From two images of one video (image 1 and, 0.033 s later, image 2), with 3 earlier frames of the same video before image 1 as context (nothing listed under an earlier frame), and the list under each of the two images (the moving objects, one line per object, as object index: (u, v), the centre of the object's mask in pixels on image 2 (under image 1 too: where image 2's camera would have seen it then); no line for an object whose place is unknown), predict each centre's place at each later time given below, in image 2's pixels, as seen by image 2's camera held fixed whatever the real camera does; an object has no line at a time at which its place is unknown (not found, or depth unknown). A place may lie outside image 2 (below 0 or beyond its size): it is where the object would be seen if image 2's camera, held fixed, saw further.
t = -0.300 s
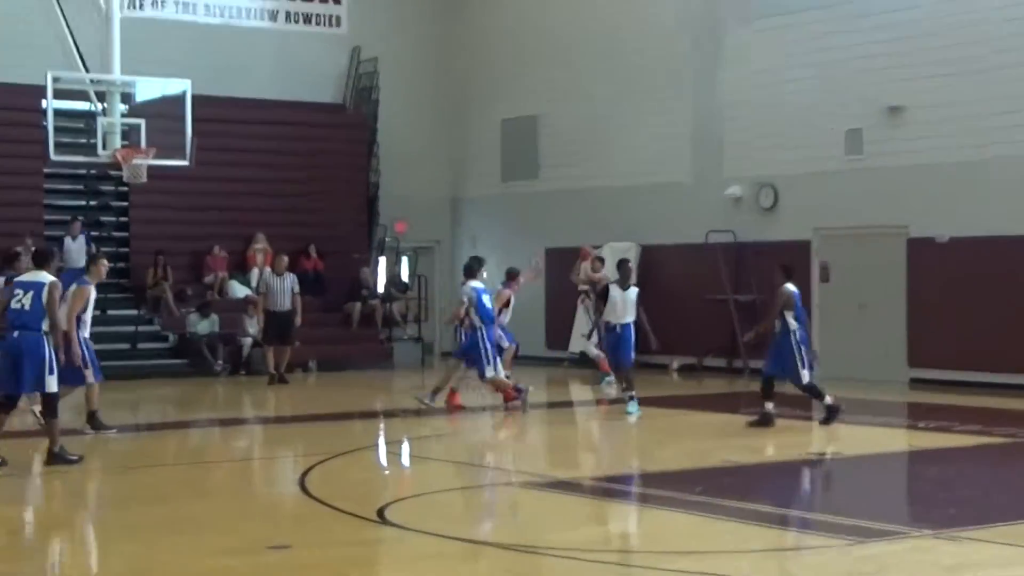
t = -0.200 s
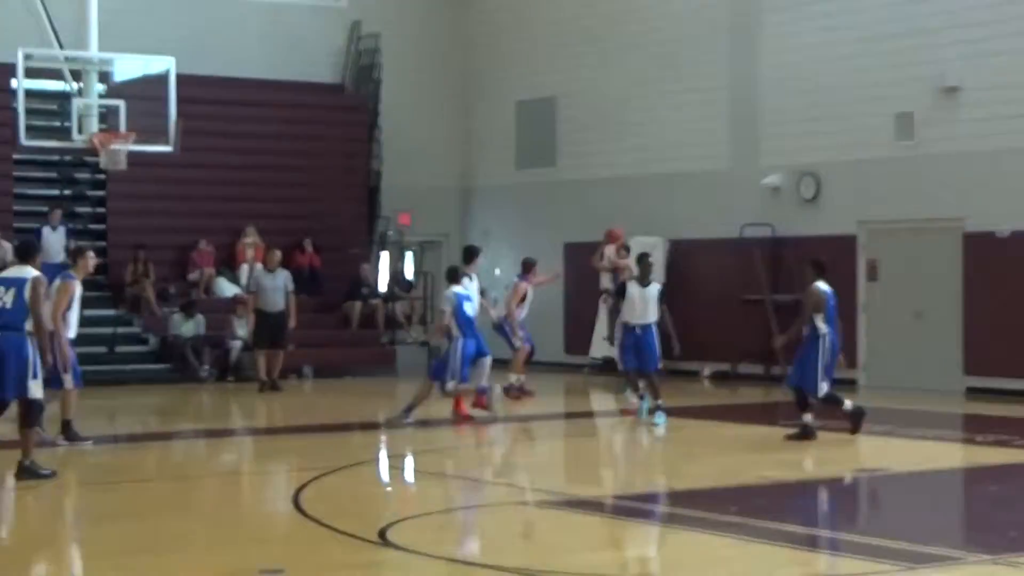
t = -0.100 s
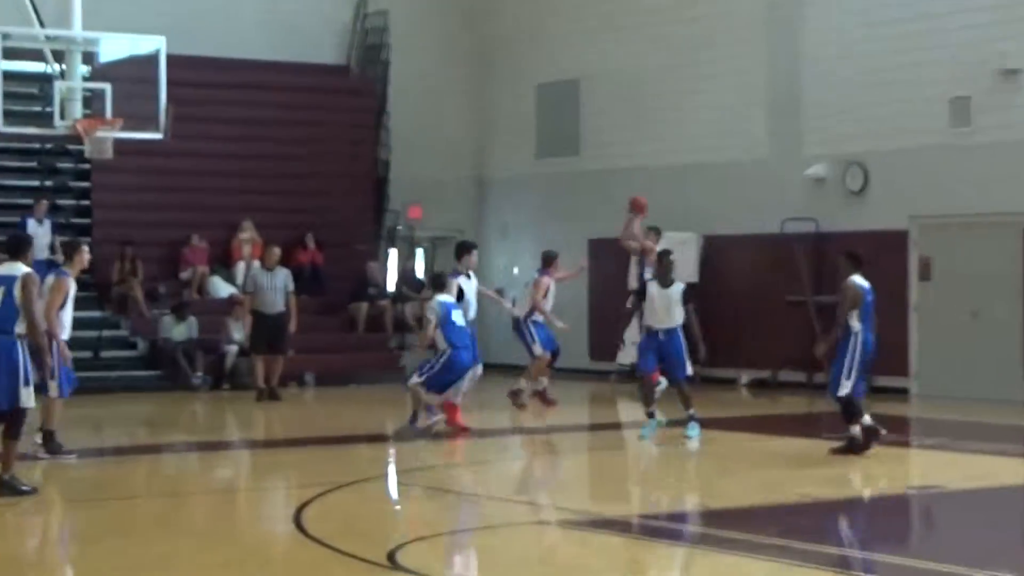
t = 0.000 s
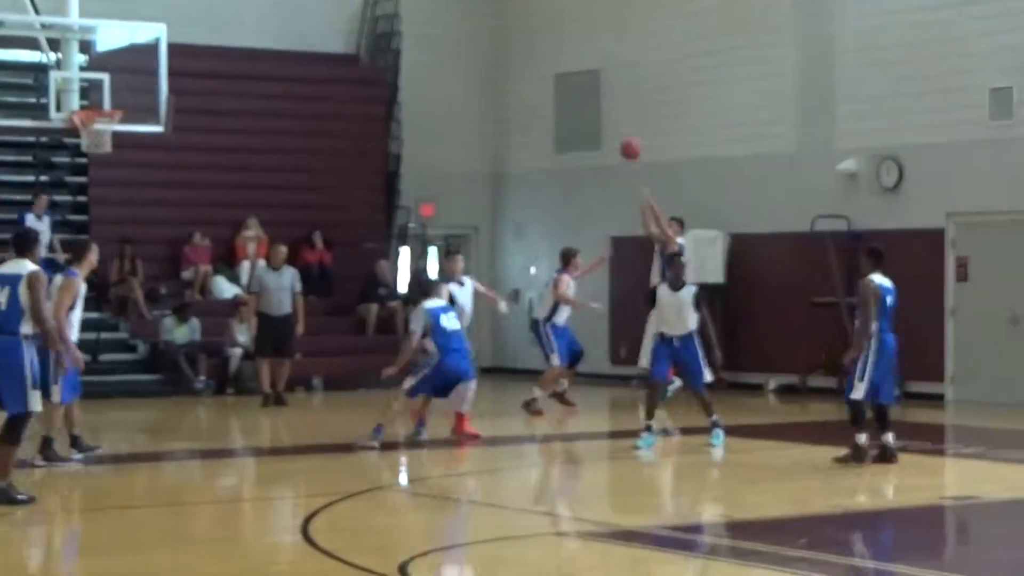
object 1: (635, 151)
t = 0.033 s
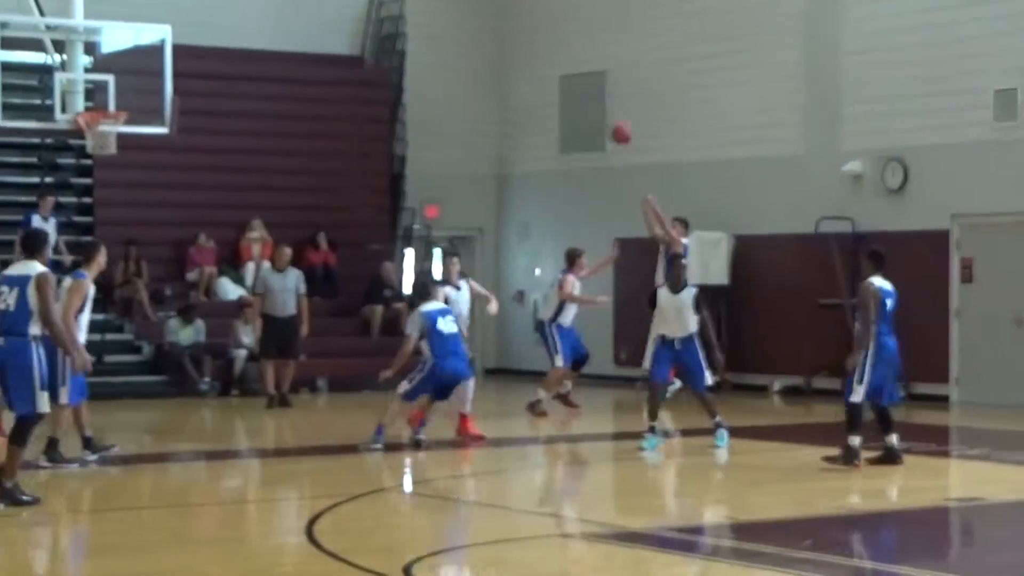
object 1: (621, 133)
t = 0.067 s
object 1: (607, 118)
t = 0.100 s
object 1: (593, 103)
